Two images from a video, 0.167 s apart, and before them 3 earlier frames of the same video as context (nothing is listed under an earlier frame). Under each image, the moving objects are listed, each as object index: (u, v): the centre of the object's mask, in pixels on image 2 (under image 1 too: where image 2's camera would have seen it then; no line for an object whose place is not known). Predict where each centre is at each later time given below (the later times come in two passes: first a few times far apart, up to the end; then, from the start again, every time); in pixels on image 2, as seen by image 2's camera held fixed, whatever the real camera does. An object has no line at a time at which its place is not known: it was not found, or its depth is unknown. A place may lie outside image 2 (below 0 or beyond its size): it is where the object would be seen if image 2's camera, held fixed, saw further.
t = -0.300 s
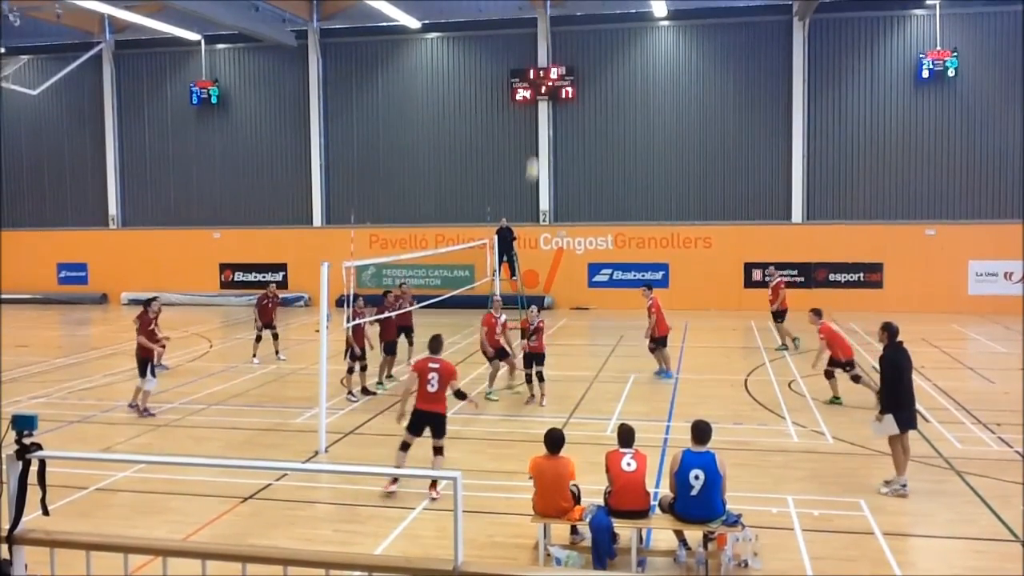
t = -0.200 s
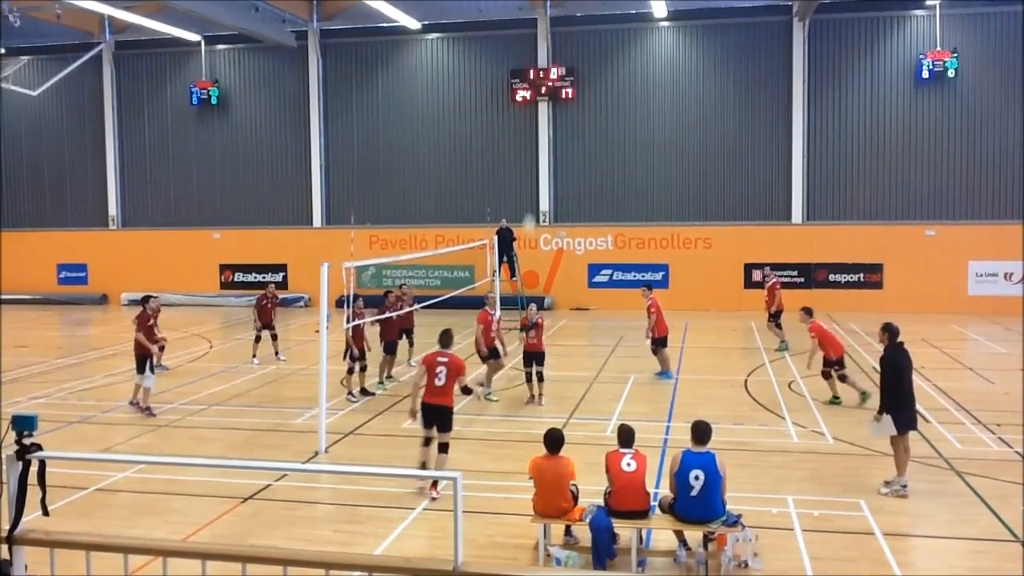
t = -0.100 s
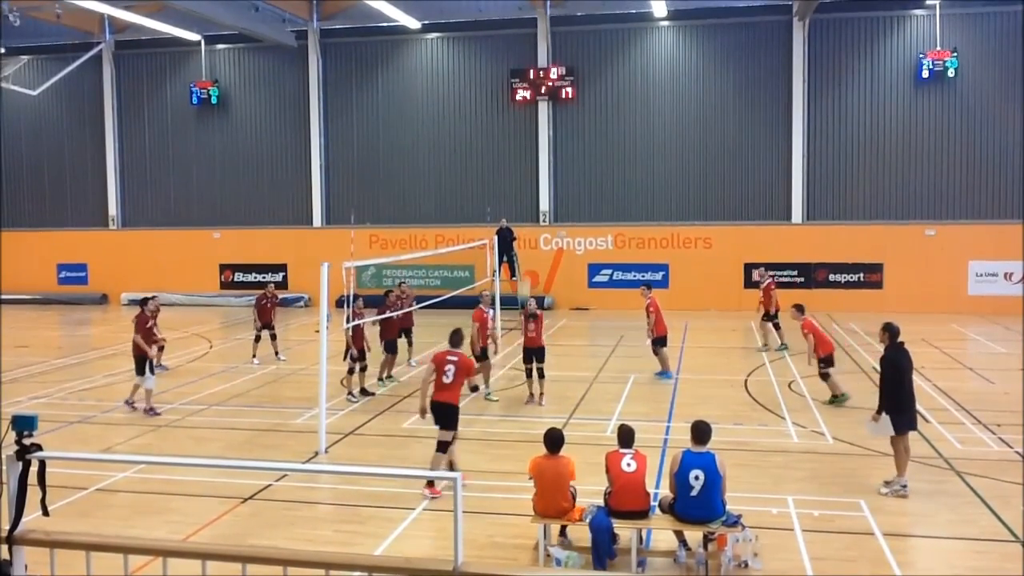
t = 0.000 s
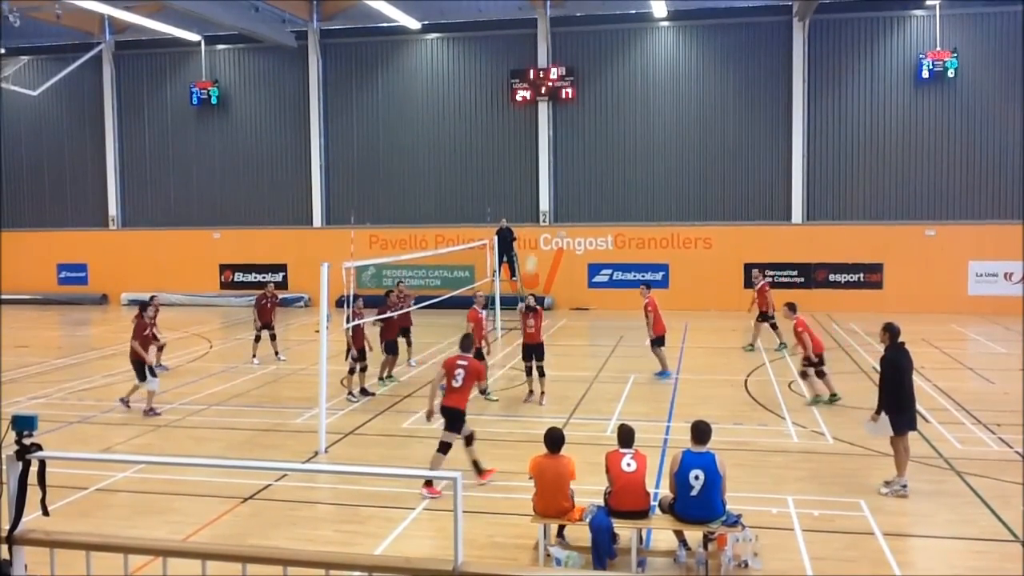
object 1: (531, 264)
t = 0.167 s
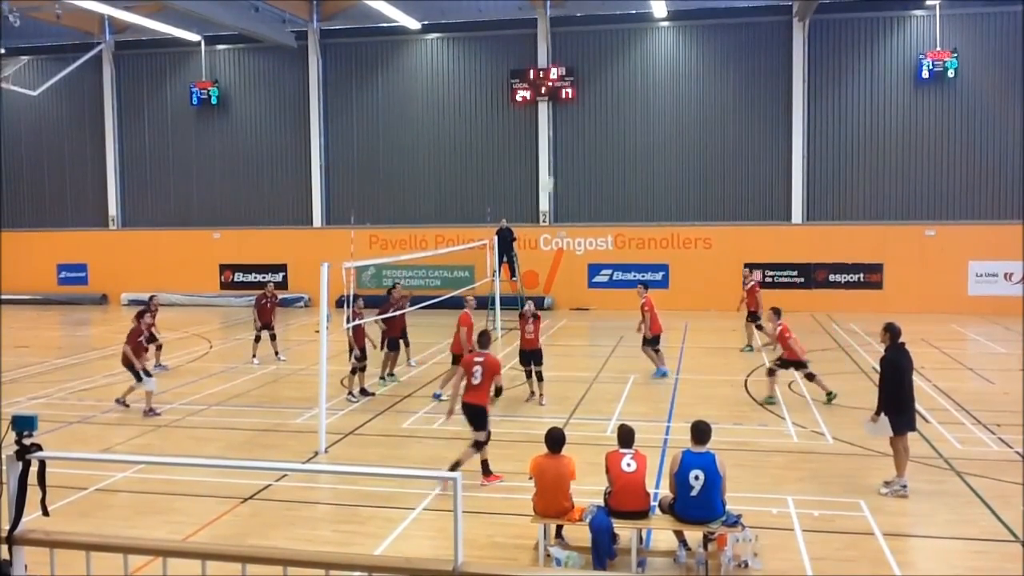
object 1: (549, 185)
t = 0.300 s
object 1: (560, 136)
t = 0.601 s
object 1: (588, 71)
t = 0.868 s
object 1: (611, 60)
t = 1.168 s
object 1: (636, 94)
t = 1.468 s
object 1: (657, 172)
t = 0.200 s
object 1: (552, 171)
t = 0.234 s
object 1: (554, 158)
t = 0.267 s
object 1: (557, 147)
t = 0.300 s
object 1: (560, 136)
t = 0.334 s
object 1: (563, 126)
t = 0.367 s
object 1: (566, 117)
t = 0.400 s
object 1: (570, 108)
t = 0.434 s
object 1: (573, 100)
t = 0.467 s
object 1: (576, 93)
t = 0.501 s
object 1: (579, 86)
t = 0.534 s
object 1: (582, 80)
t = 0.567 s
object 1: (585, 76)
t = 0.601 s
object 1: (588, 71)
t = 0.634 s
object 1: (591, 68)
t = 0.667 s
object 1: (594, 64)
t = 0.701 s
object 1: (597, 62)
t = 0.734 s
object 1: (600, 60)
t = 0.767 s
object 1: (603, 59)
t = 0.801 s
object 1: (606, 59)
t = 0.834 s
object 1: (609, 59)
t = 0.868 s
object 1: (611, 60)
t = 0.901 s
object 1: (614, 61)
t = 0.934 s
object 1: (617, 63)
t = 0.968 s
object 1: (620, 66)
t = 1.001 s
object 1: (623, 69)
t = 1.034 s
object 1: (625, 73)
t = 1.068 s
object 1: (627, 77)
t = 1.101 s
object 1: (630, 82)
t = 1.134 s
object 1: (633, 88)
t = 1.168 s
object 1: (636, 94)
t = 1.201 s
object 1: (638, 100)
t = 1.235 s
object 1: (641, 108)
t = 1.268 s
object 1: (643, 115)
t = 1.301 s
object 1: (646, 124)
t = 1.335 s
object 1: (648, 132)
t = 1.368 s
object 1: (650, 142)
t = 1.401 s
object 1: (653, 152)
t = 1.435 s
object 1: (655, 162)
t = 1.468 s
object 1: (657, 172)
